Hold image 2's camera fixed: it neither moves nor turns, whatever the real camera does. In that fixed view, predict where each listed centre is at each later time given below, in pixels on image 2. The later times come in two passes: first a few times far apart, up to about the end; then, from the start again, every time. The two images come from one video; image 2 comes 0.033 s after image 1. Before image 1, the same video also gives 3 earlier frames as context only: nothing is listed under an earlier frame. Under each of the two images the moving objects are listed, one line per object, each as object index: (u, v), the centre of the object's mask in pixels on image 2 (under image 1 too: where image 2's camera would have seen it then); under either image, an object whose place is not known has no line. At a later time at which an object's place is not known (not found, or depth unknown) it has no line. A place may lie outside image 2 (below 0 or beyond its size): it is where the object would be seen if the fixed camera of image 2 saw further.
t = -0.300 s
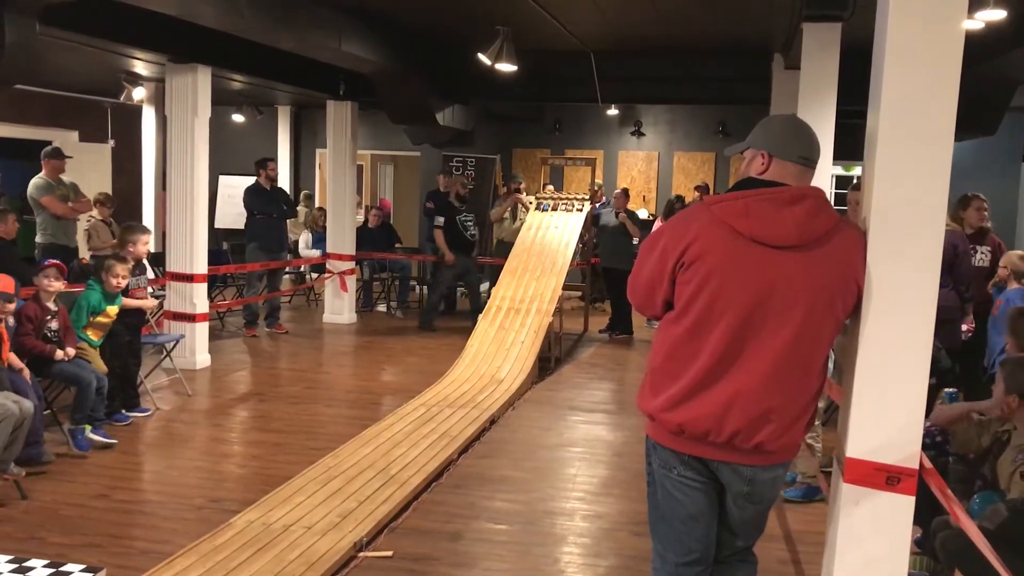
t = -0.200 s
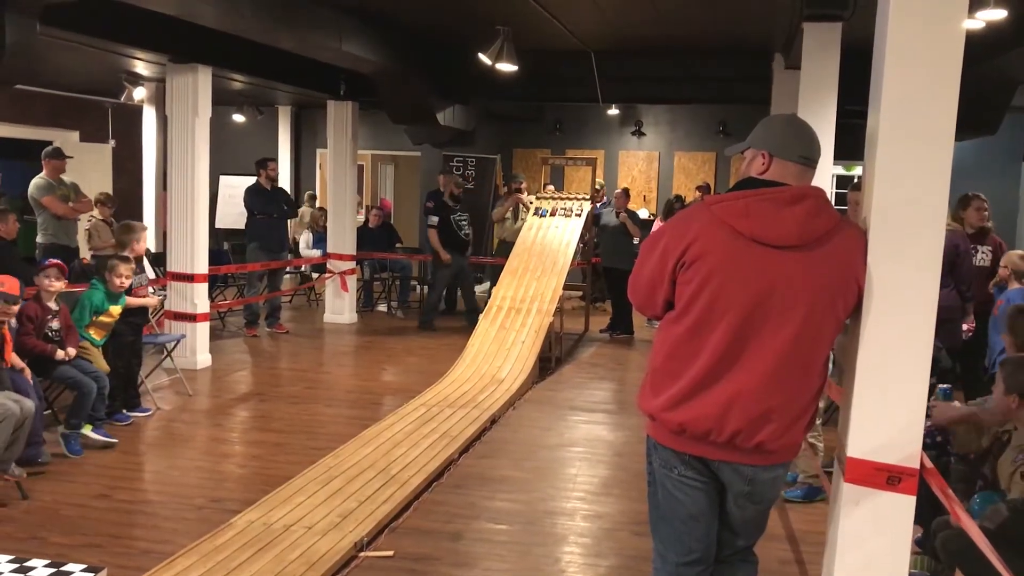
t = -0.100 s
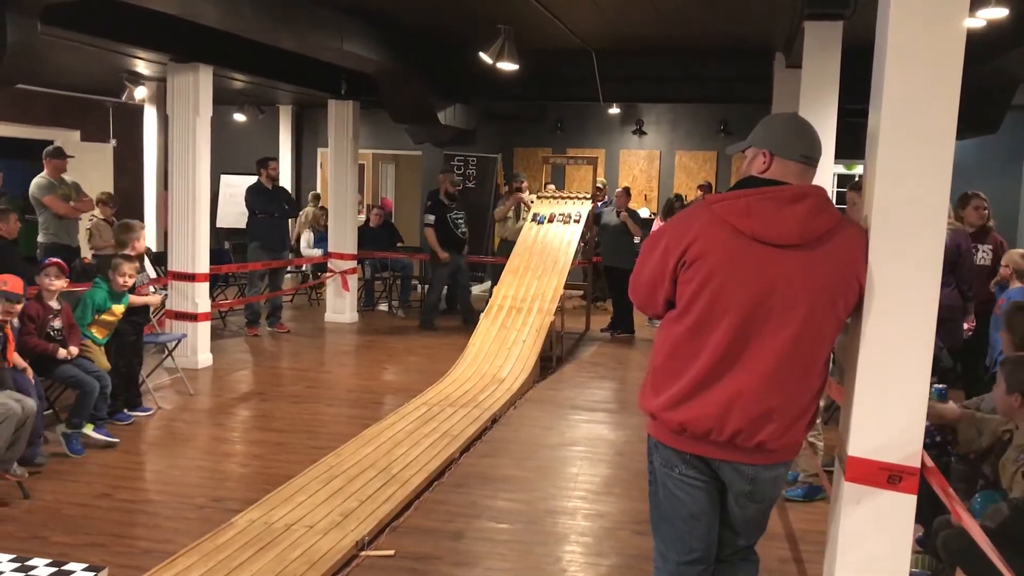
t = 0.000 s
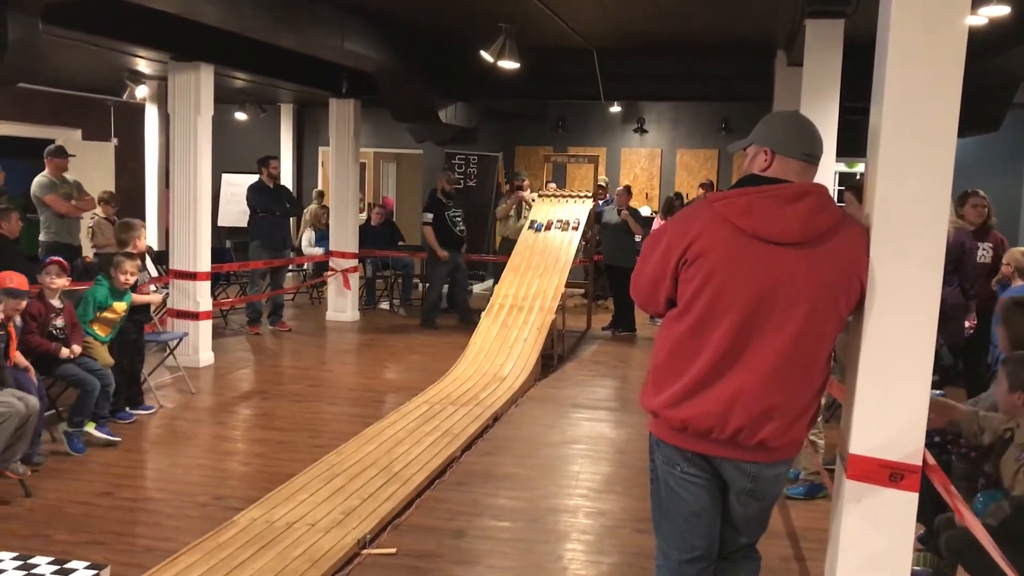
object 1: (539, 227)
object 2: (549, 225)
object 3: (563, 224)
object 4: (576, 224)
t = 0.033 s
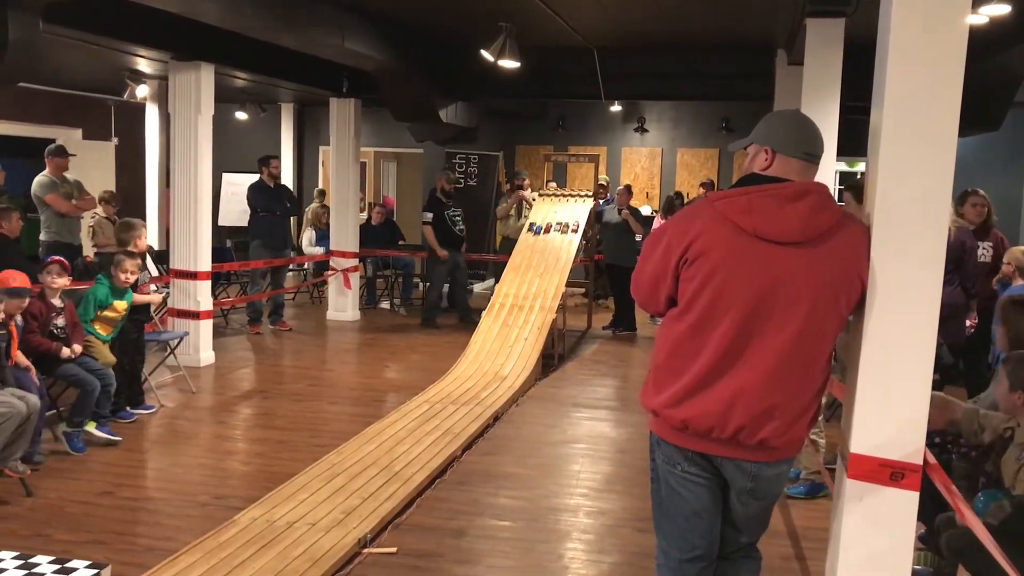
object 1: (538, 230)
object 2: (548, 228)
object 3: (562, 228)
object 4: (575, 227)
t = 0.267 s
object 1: (526, 260)
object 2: (536, 257)
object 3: (552, 254)
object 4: (566, 255)
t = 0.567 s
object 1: (501, 318)
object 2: (512, 315)
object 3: (533, 305)
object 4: (546, 307)
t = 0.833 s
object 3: (507, 361)
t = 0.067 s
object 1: (536, 234)
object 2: (546, 232)
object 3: (561, 231)
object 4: (574, 231)
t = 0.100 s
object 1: (534, 238)
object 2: (544, 236)
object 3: (559, 235)
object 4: (572, 234)
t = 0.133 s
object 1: (533, 241)
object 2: (543, 239)
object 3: (558, 238)
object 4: (571, 238)
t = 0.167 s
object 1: (532, 245)
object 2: (541, 243)
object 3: (557, 242)
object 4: (570, 242)
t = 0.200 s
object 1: (529, 250)
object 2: (540, 248)
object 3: (556, 246)
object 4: (569, 246)
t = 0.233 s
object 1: (527, 254)
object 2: (538, 252)
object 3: (554, 250)
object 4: (567, 250)
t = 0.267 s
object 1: (526, 260)
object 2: (536, 257)
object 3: (552, 254)
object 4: (566, 255)
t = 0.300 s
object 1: (524, 265)
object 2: (534, 262)
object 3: (551, 259)
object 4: (564, 260)
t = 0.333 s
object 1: (522, 270)
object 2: (532, 268)
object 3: (548, 264)
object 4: (562, 265)
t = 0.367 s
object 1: (519, 276)
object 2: (529, 274)
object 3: (547, 269)
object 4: (560, 270)
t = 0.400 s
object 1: (516, 283)
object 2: (527, 280)
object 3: (545, 274)
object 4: (558, 275)
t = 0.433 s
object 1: (513, 289)
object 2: (524, 286)
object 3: (543, 280)
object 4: (556, 281)
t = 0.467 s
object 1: (511, 296)
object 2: (522, 293)
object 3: (540, 286)
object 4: (554, 287)
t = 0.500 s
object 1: (507, 303)
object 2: (519, 300)
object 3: (538, 293)
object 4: (551, 294)
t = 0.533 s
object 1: (504, 310)
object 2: (515, 307)
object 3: (536, 299)
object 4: (549, 301)
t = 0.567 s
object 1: (501, 318)
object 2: (512, 315)
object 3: (533, 305)
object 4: (546, 307)
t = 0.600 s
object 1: (497, 326)
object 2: (509, 322)
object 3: (530, 312)
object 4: (544, 315)
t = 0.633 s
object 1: (493, 334)
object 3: (528, 319)
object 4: (541, 322)
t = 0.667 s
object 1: (489, 341)
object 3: (525, 326)
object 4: (538, 330)
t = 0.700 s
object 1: (485, 349)
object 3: (521, 333)
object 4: (535, 337)
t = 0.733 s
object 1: (480, 356)
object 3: (518, 340)
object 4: (531, 345)
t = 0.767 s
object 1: (476, 362)
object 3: (514, 348)
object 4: (528, 353)
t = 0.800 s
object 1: (471, 368)
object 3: (511, 355)
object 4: (524, 360)
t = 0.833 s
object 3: (507, 361)
